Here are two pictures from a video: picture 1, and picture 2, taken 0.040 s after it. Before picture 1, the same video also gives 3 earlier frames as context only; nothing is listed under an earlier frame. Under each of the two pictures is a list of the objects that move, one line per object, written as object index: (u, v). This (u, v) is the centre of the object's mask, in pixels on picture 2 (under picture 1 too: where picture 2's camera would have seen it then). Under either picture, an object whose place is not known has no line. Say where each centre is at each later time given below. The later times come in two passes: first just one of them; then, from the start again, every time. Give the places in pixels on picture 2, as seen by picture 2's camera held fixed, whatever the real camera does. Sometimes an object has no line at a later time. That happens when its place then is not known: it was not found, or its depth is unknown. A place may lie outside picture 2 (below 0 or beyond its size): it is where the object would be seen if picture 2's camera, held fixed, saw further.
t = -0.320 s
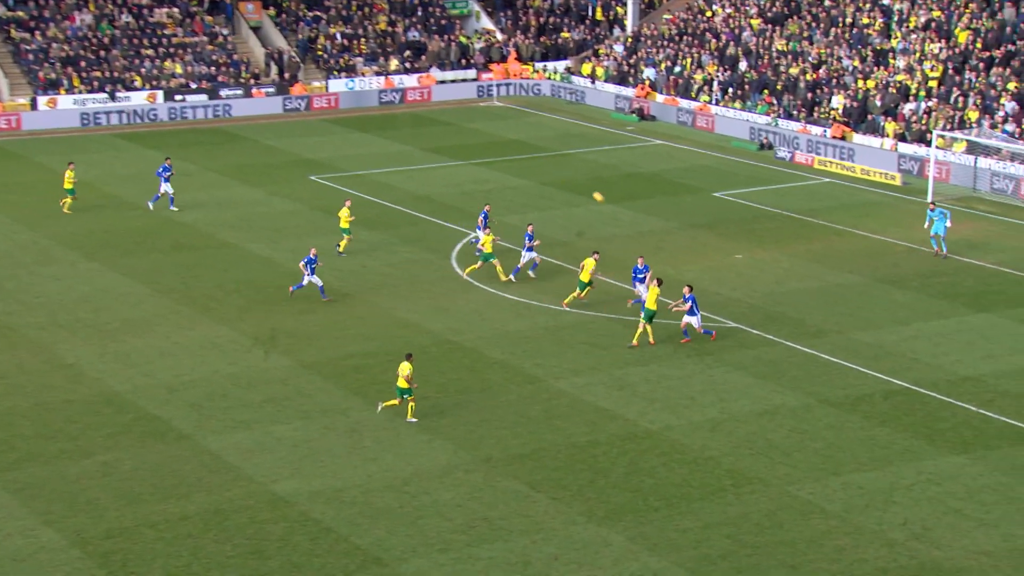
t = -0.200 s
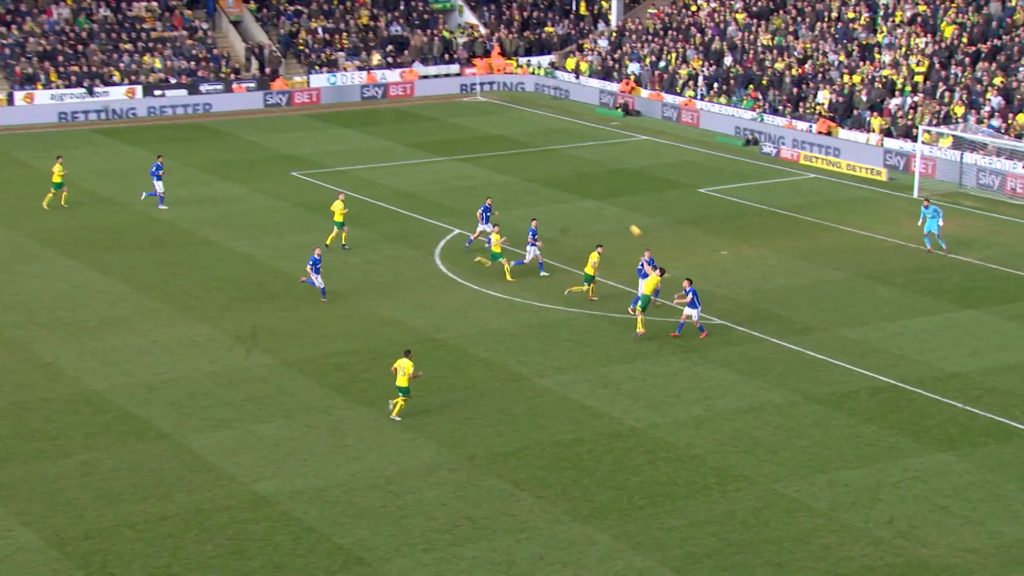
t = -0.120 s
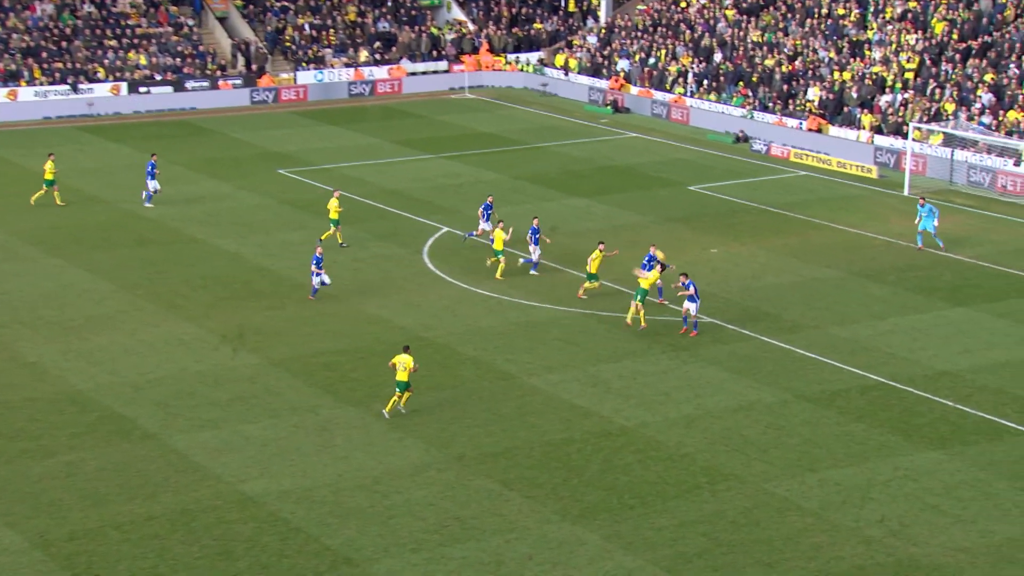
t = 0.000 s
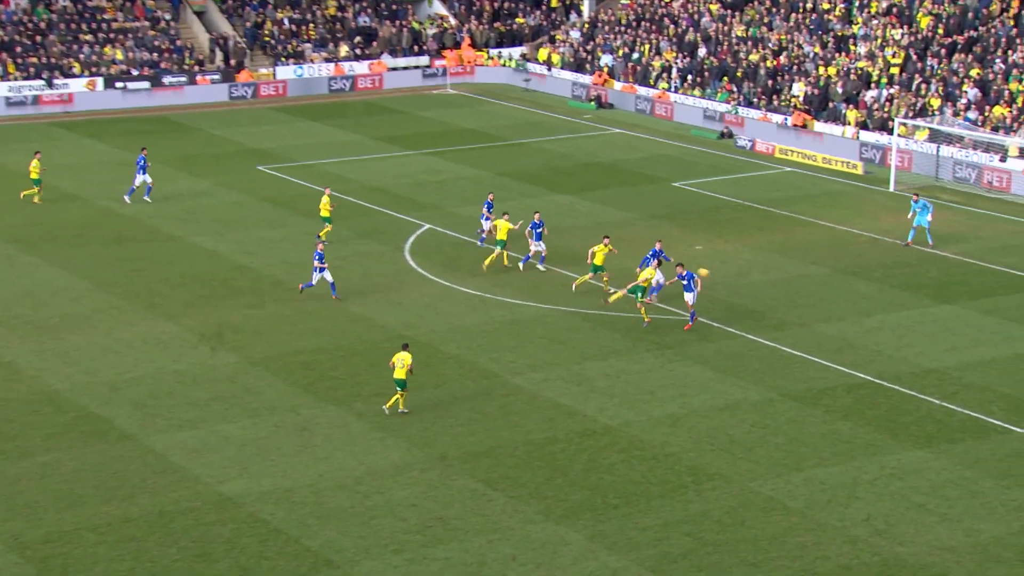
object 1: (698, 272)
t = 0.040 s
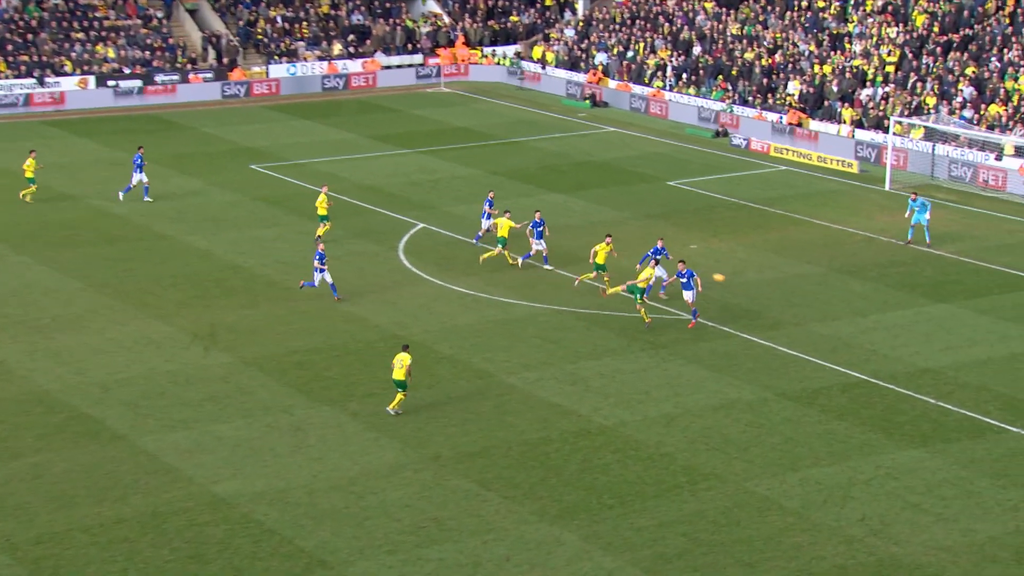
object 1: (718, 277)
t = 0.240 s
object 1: (817, 316)
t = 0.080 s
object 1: (738, 284)
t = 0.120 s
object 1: (758, 292)
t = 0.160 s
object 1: (778, 299)
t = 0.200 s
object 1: (798, 307)
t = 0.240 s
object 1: (817, 316)
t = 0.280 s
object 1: (836, 326)
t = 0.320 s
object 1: (854, 332)
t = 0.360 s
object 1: (864, 325)
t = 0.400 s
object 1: (874, 318)
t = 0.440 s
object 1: (884, 312)
